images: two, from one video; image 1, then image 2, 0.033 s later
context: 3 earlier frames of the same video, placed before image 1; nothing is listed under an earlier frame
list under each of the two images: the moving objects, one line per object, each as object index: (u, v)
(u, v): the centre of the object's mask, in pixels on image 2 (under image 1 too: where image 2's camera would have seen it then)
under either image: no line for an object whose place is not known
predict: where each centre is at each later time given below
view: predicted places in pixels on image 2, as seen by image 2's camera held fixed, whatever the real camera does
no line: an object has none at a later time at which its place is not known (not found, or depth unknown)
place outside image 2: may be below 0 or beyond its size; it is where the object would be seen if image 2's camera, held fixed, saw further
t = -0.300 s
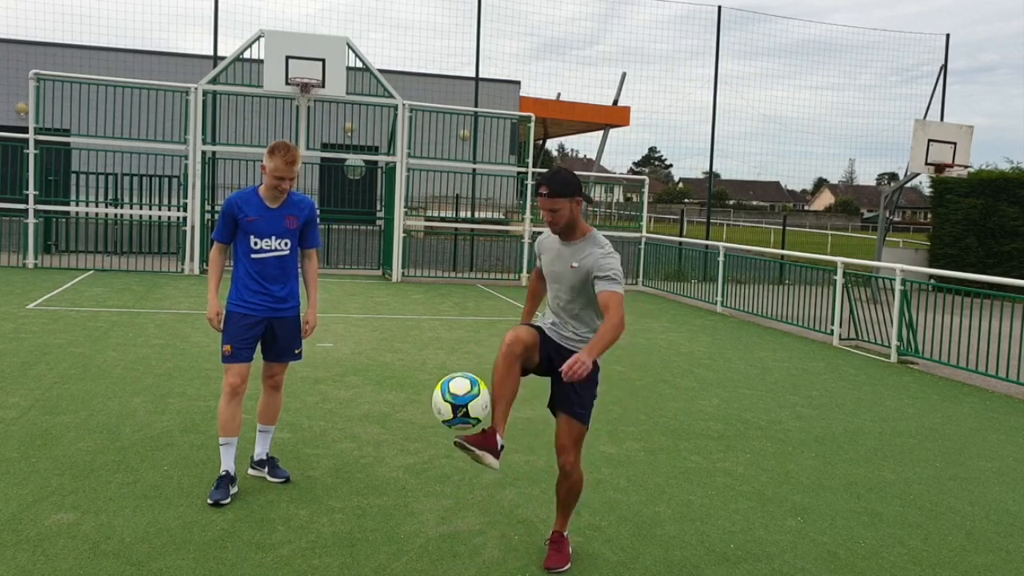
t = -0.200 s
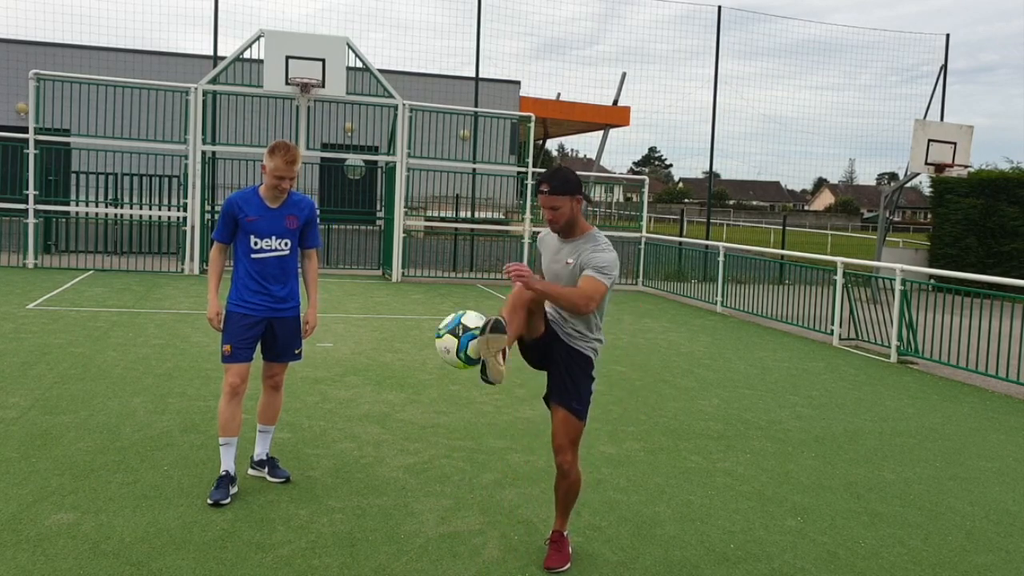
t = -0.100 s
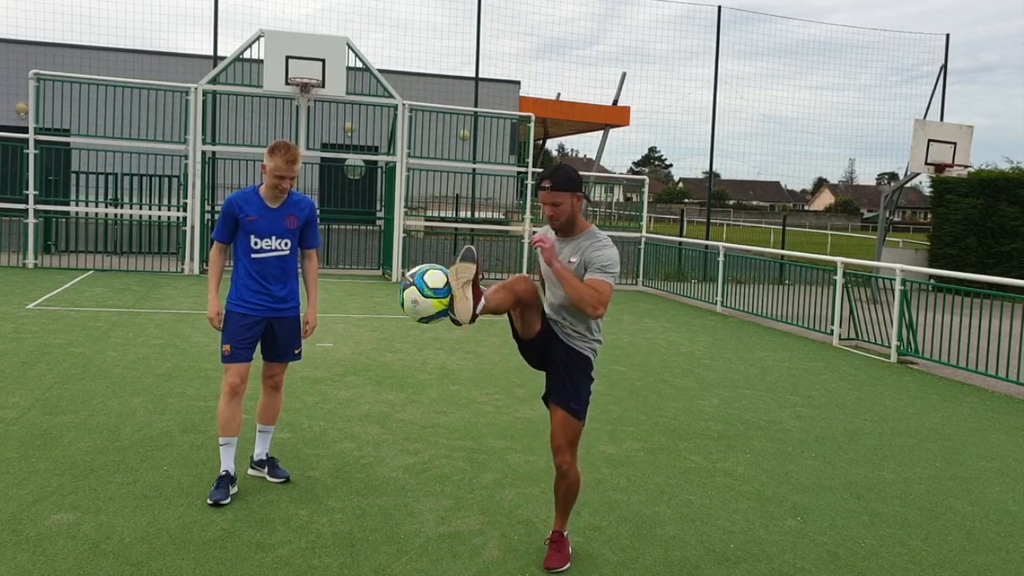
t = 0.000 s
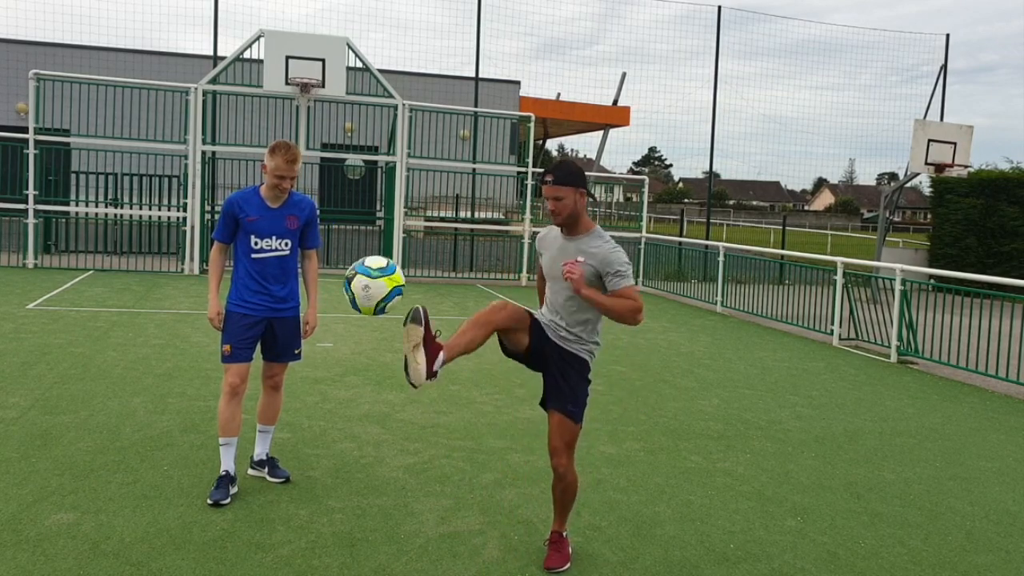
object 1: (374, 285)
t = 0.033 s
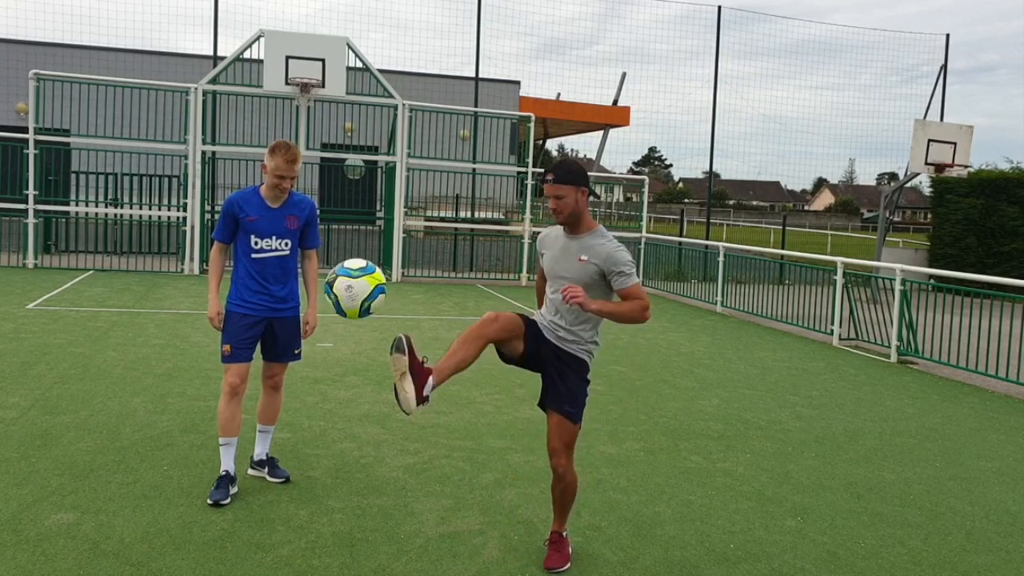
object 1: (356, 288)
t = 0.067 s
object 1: (337, 294)
